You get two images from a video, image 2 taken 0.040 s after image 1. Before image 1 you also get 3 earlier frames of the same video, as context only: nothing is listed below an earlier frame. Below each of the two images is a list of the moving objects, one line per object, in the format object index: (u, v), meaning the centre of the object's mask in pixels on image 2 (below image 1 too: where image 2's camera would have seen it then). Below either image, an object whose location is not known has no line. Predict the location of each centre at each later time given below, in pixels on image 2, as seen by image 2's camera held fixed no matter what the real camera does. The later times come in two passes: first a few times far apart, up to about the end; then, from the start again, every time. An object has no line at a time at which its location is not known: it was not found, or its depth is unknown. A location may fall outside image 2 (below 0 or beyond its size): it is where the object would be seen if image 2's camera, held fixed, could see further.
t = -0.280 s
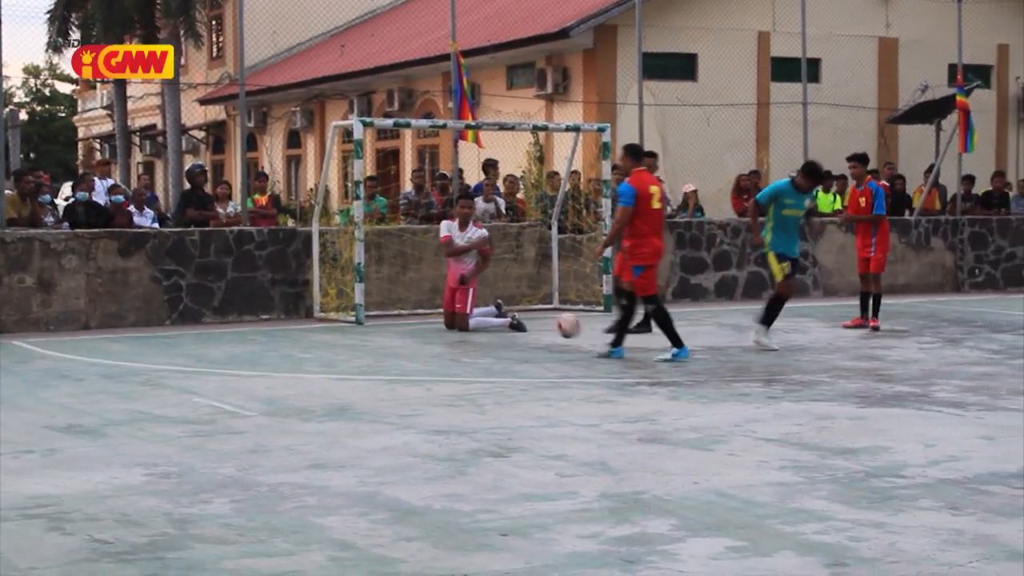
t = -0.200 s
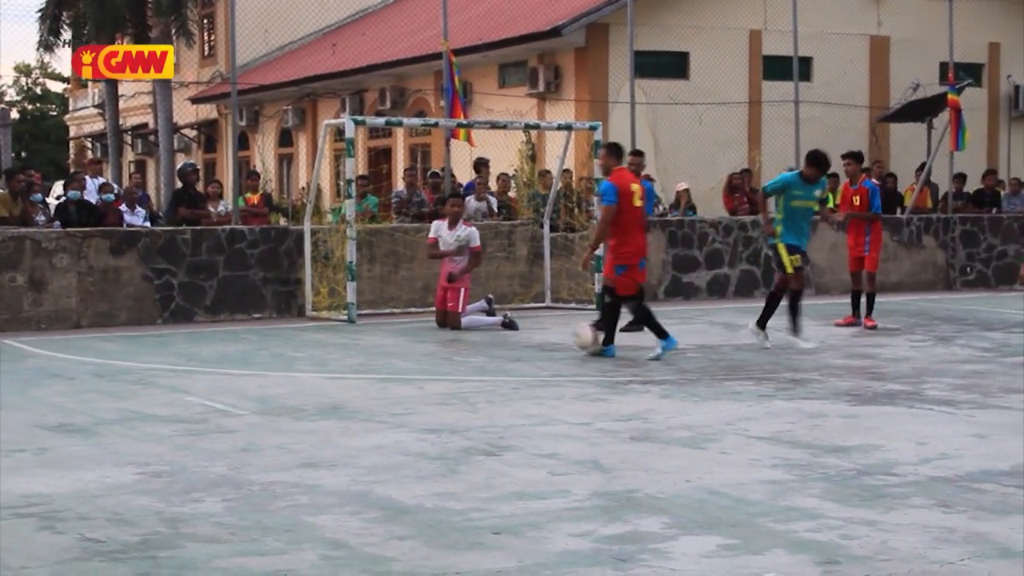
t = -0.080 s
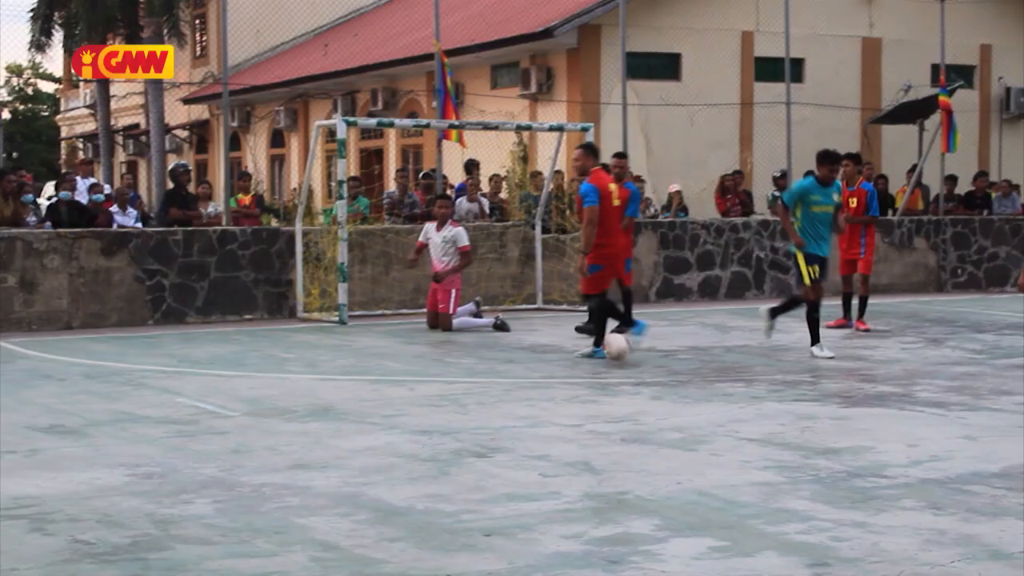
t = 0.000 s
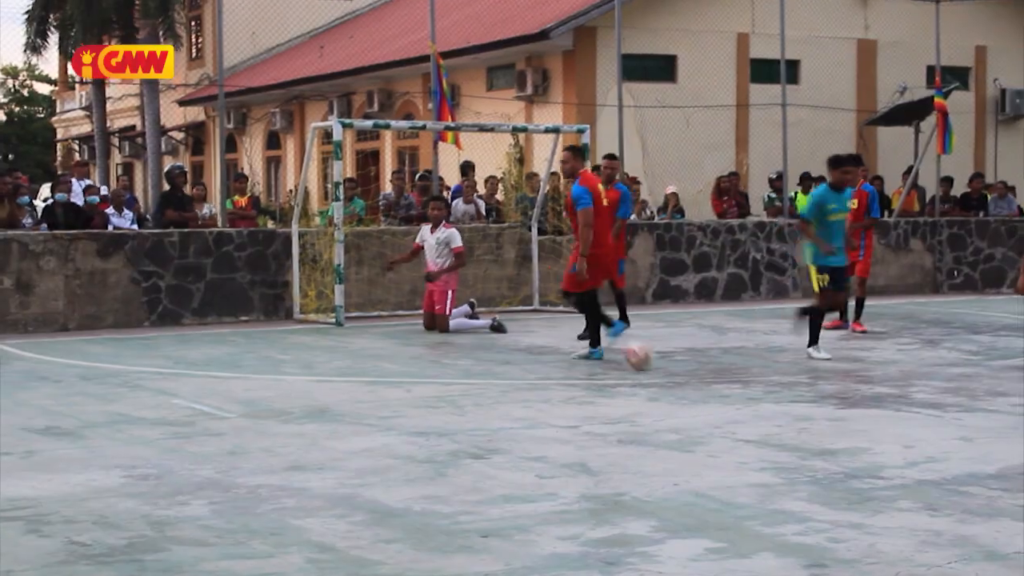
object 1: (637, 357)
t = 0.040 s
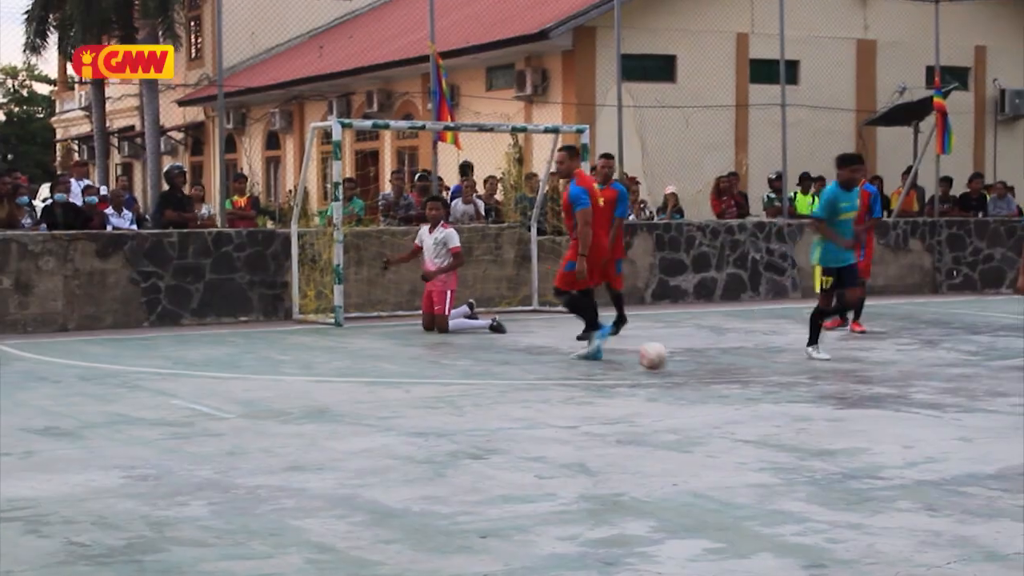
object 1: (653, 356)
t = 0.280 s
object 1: (741, 365)
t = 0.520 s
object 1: (841, 381)
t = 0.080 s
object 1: (667, 357)
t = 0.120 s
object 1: (680, 358)
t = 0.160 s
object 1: (696, 362)
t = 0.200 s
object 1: (711, 365)
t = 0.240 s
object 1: (726, 363)
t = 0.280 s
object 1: (741, 365)
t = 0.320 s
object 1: (758, 369)
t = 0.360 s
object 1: (774, 374)
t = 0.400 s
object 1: (790, 369)
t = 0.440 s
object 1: (804, 370)
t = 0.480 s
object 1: (824, 374)
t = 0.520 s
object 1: (841, 381)
